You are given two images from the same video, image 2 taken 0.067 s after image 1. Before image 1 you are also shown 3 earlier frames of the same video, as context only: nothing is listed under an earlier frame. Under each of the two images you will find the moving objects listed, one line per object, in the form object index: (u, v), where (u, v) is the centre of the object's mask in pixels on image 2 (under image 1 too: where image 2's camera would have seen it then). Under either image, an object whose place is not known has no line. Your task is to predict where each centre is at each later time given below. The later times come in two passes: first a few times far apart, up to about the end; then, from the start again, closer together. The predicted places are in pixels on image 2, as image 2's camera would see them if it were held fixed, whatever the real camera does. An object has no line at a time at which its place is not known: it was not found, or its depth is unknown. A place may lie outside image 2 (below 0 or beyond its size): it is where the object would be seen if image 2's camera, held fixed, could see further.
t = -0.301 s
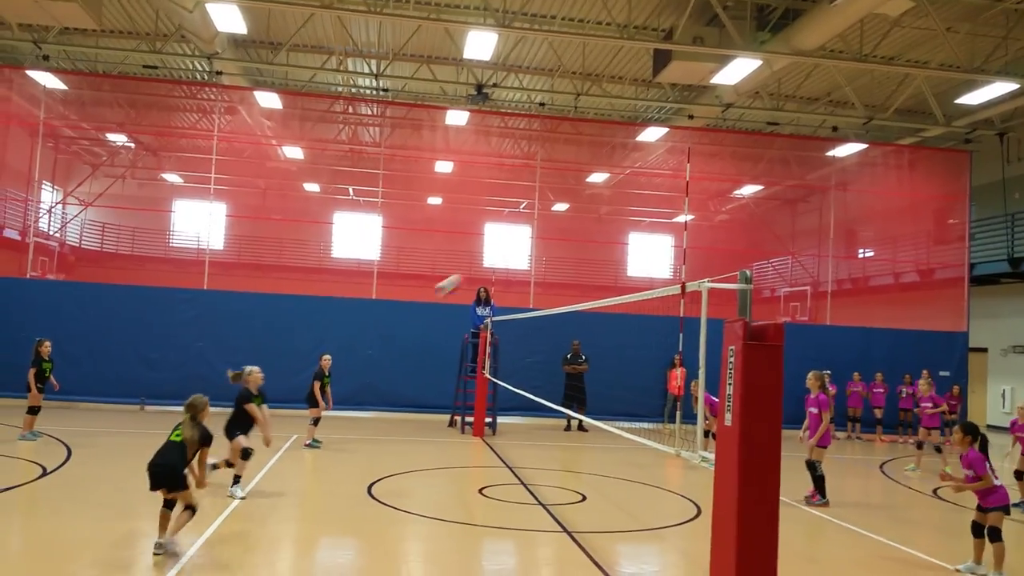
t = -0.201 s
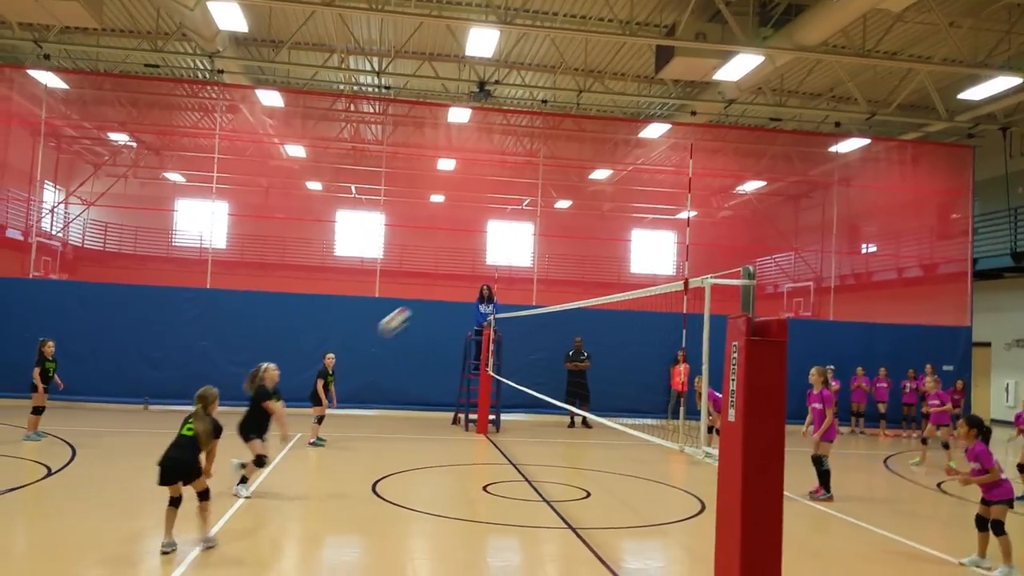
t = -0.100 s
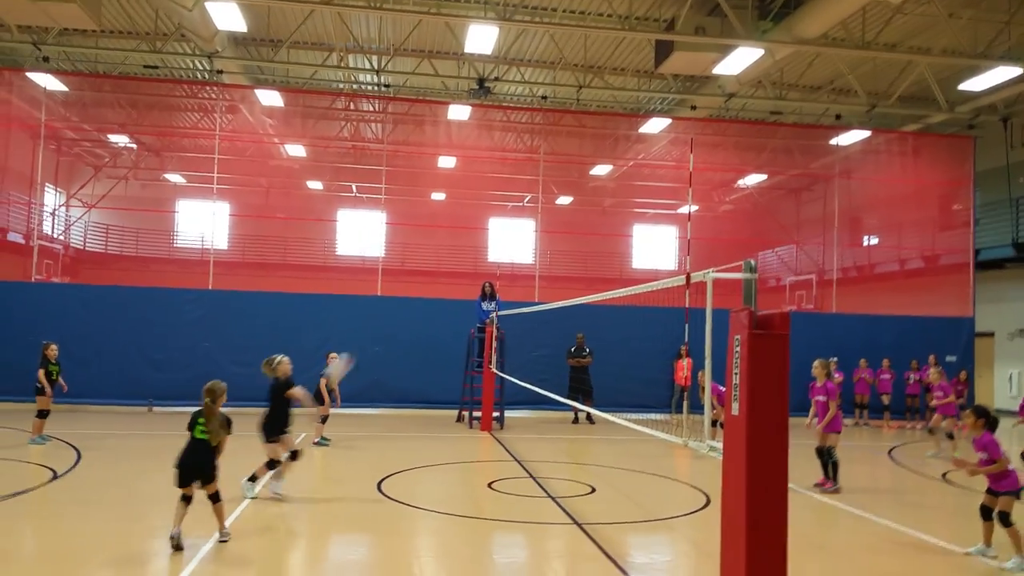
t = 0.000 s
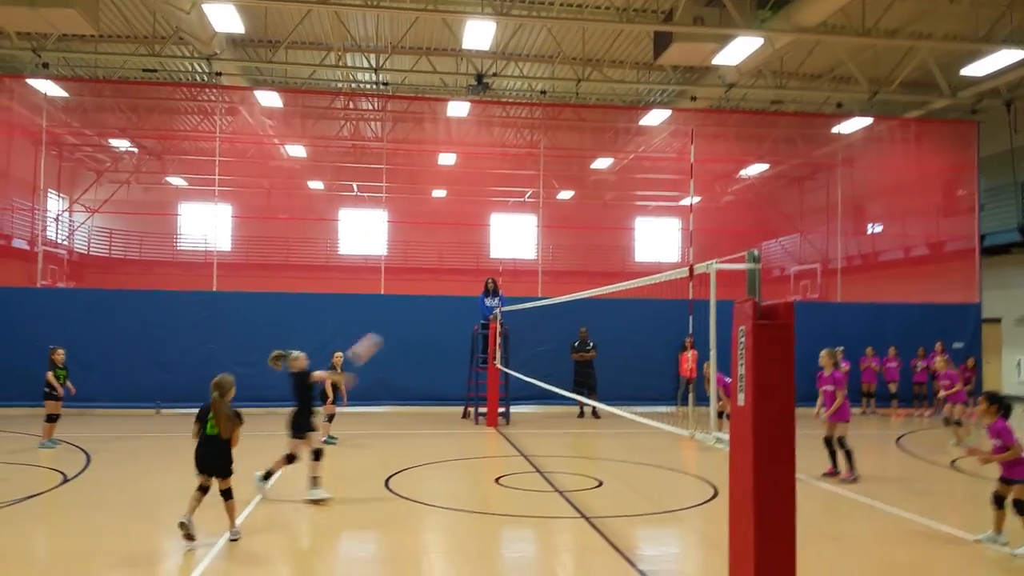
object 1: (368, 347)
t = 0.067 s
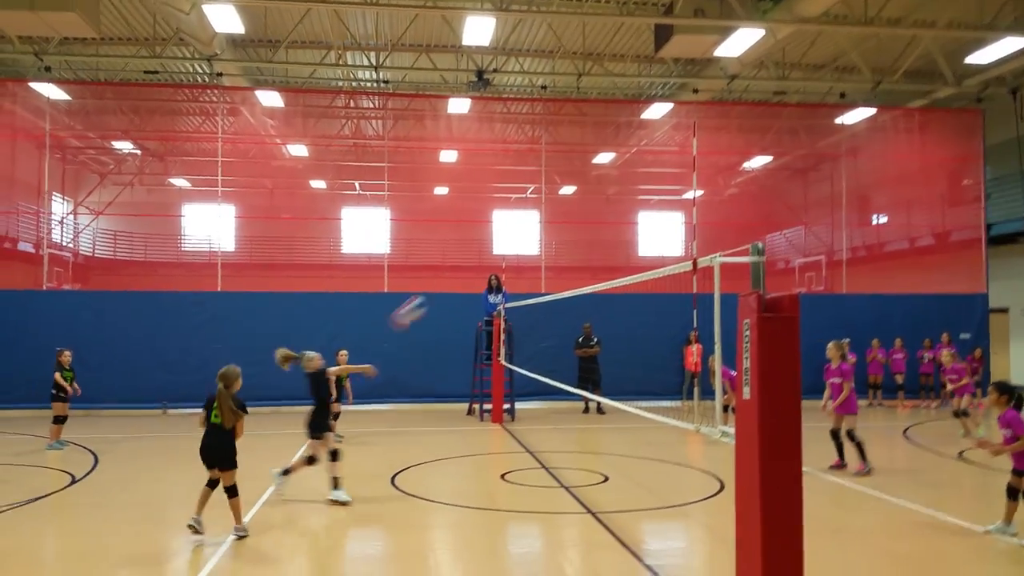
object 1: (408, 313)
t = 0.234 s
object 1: (512, 241)
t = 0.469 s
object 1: (684, 178)
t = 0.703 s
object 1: (875, 170)
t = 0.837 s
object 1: (1037, 213)
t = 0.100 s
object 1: (428, 297)
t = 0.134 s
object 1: (451, 279)
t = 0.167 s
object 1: (472, 264)
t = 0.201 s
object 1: (487, 255)
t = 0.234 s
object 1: (512, 241)
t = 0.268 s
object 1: (548, 224)
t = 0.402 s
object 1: (633, 191)
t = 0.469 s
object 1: (684, 178)
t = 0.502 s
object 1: (708, 172)
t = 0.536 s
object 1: (734, 168)
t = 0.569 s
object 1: (763, 165)
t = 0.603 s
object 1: (791, 164)
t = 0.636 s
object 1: (818, 164)
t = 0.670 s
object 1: (846, 164)
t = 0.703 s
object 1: (875, 170)
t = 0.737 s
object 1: (906, 175)
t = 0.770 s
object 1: (939, 183)
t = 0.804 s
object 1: (968, 191)
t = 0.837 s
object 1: (1037, 213)
